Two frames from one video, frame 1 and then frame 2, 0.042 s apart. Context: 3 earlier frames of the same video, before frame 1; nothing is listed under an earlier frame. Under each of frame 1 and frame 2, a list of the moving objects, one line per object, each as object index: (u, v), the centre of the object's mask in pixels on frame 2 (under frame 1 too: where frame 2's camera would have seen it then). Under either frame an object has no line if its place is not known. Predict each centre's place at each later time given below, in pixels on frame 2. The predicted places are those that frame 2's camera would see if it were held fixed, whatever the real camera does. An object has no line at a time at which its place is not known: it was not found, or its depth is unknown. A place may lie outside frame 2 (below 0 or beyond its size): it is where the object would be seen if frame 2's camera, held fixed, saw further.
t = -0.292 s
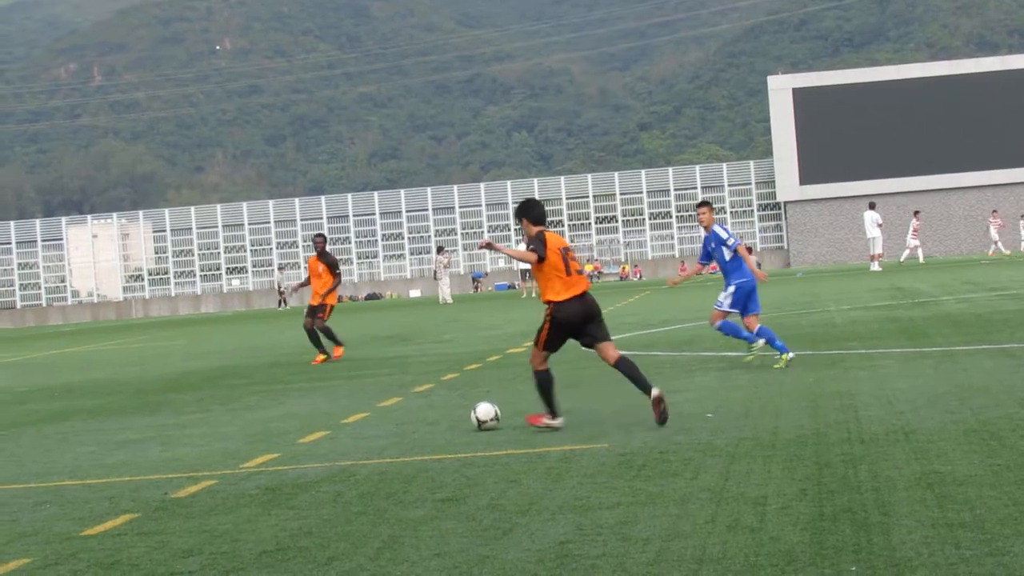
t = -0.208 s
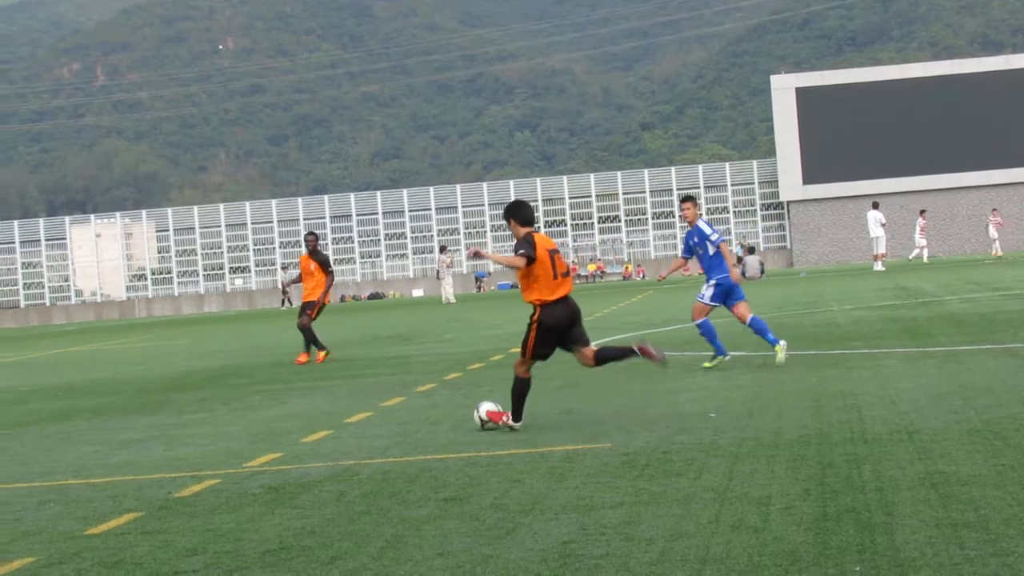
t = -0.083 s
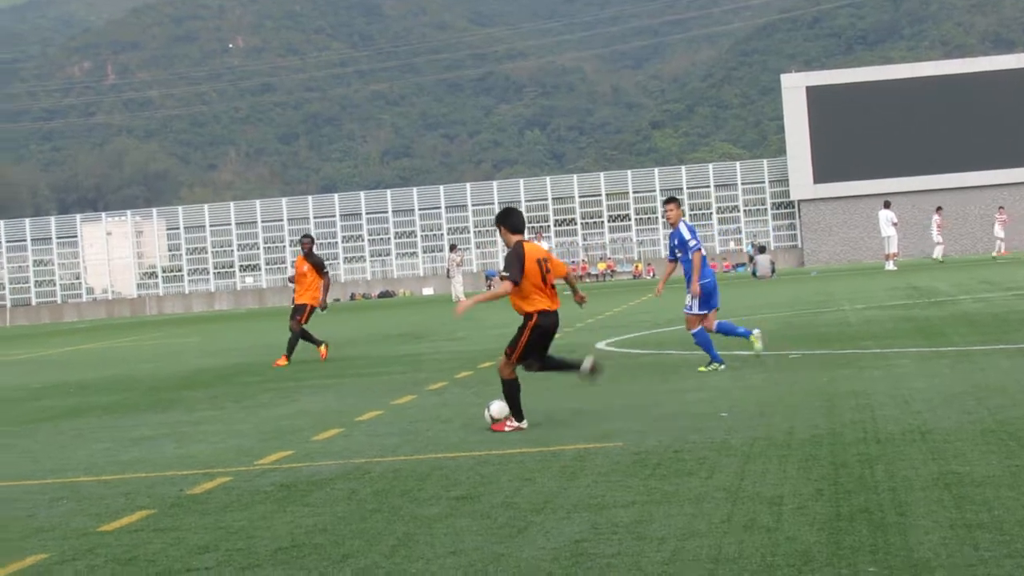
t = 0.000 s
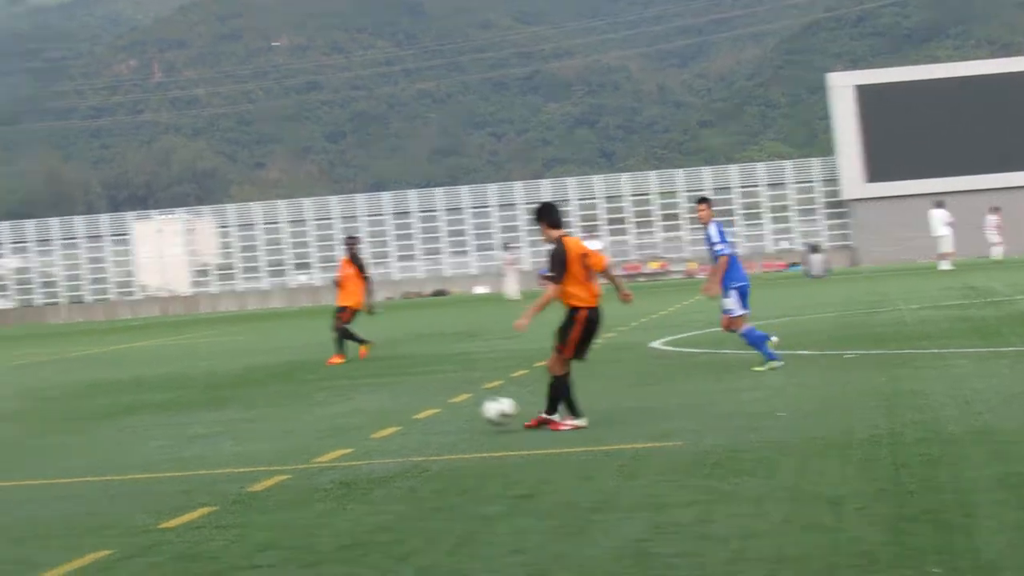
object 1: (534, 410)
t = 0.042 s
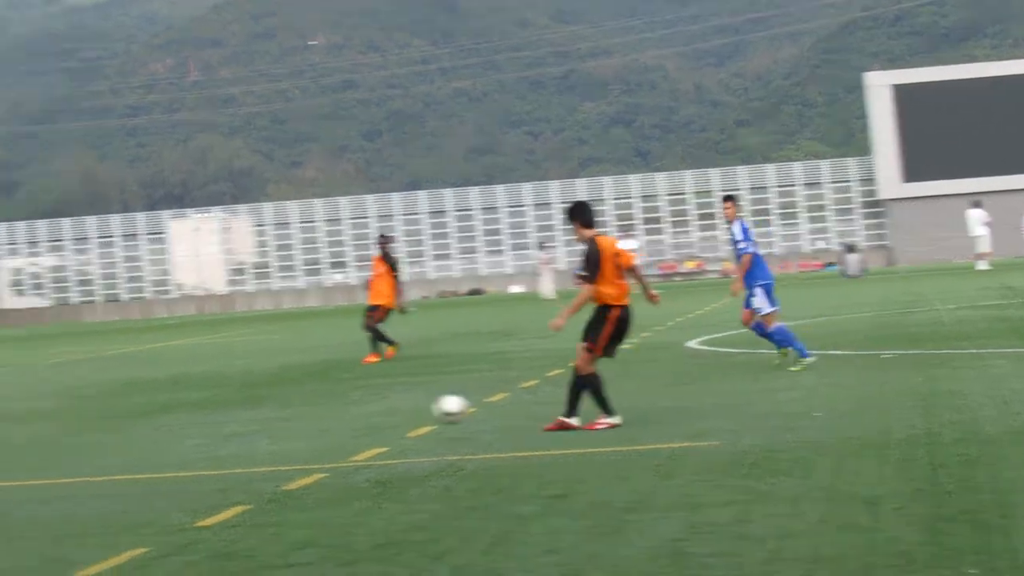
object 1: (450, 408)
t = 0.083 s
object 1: (366, 409)
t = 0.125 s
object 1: (278, 414)
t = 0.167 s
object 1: (188, 420)
